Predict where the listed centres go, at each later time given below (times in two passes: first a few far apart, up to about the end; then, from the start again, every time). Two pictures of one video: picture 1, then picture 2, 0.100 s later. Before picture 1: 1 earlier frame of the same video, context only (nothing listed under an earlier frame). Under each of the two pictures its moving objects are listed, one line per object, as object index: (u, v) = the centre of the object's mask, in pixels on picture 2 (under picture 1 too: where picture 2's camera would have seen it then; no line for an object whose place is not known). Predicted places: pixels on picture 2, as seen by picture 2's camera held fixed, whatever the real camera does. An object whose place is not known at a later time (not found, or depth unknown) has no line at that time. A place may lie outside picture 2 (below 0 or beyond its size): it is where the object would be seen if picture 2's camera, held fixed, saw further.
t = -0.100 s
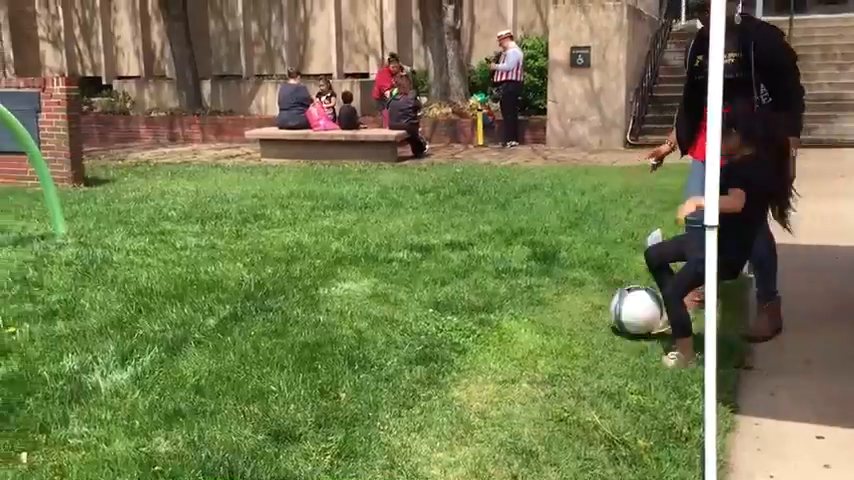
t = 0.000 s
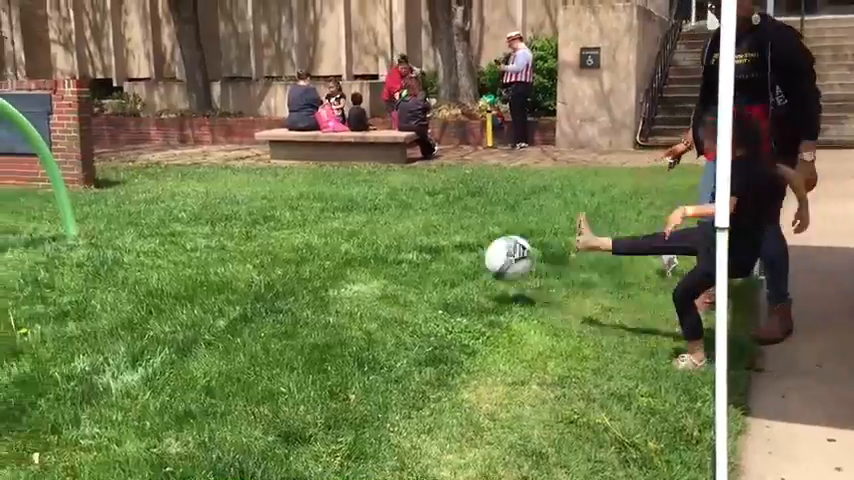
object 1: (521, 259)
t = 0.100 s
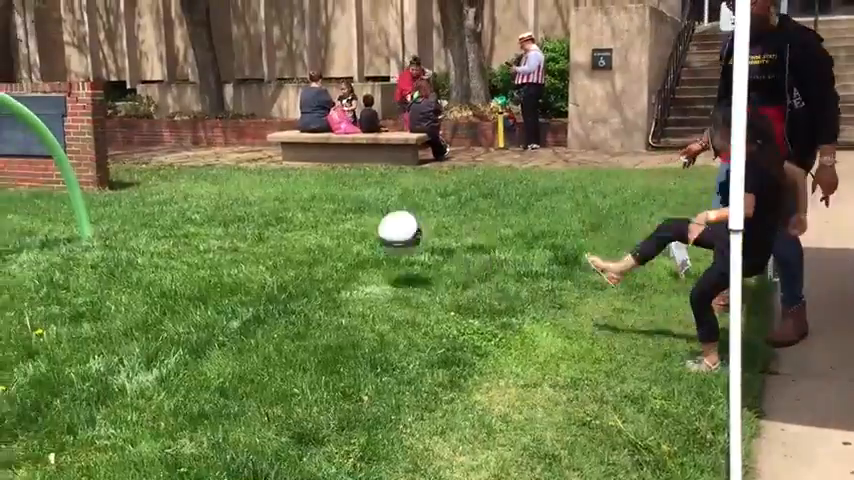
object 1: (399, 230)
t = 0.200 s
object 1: (293, 225)
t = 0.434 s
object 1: (111, 235)
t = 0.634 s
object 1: (24, 214)
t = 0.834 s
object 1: (-46, 231)
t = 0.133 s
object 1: (361, 226)
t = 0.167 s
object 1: (326, 225)
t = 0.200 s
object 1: (293, 225)
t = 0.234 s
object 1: (261, 226)
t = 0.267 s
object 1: (229, 229)
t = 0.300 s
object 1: (200, 237)
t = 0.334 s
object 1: (175, 245)
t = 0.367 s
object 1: (147, 250)
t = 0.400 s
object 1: (128, 245)
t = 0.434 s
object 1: (111, 235)
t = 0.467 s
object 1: (94, 227)
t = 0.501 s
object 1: (80, 221)
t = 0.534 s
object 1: (65, 216)
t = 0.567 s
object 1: (50, 214)
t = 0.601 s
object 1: (37, 211)
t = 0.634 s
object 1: (24, 214)
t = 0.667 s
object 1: (11, 216)
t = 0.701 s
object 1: (-1, 220)
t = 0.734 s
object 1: (-13, 225)
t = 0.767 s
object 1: (-24, 231)
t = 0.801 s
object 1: (-35, 235)
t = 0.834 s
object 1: (-46, 231)
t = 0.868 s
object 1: (-57, 228)
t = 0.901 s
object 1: (-66, 226)
